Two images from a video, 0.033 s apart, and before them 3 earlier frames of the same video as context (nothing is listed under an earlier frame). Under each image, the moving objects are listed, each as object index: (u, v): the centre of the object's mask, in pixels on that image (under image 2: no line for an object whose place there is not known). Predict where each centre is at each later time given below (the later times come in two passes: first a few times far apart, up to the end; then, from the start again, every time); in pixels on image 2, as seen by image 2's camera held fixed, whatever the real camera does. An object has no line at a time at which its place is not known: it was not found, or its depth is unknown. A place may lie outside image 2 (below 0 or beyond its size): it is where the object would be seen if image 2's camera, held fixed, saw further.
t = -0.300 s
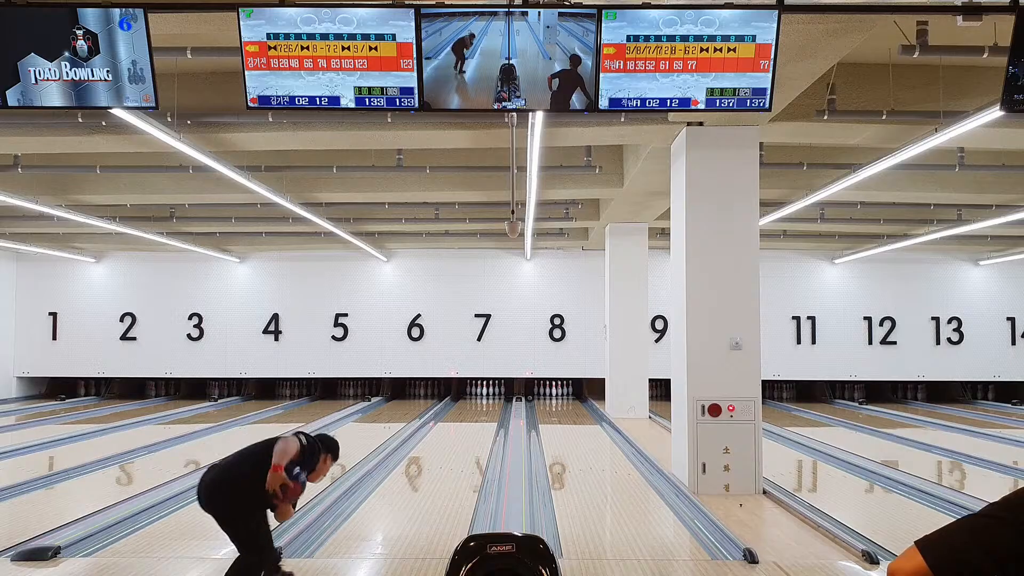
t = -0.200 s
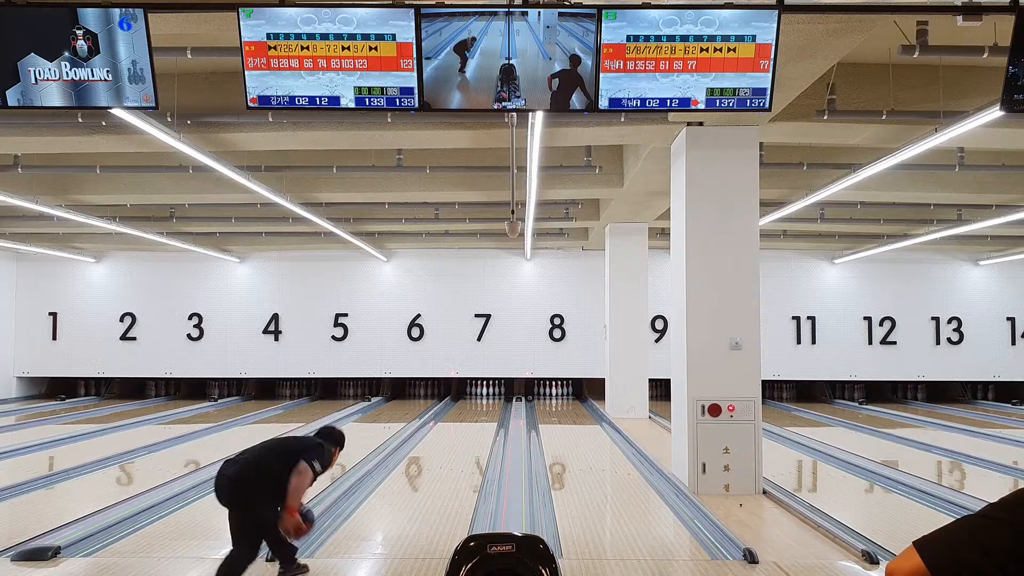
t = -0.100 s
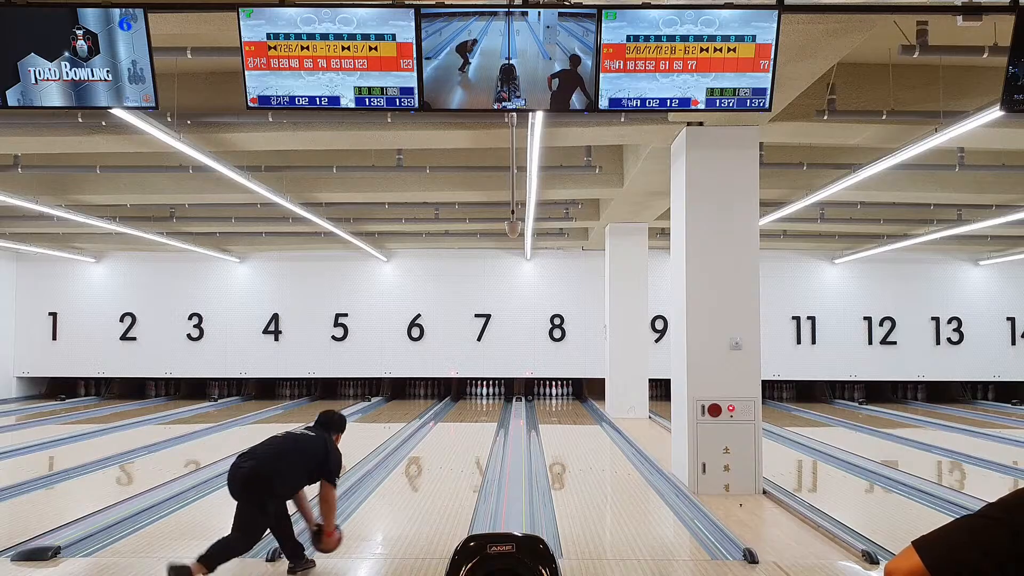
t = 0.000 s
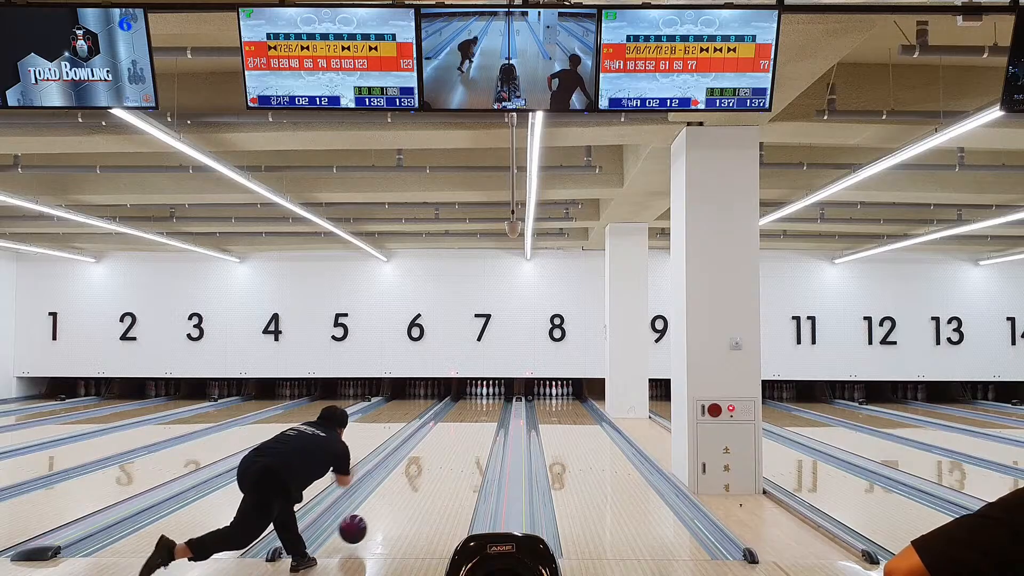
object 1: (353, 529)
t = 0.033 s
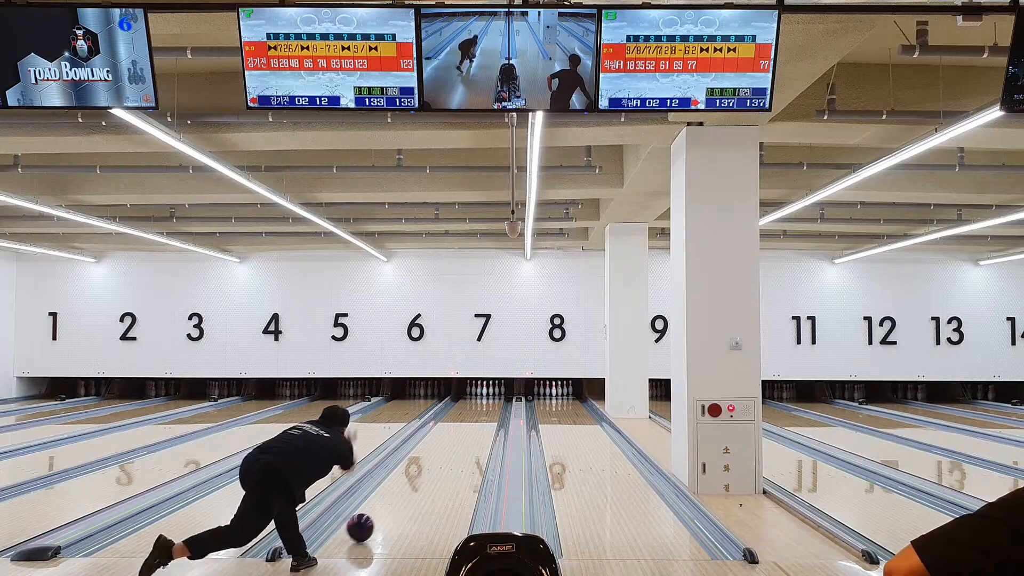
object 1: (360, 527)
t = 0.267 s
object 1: (400, 491)
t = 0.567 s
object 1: (433, 460)
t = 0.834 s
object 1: (452, 442)
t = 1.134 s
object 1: (468, 427)
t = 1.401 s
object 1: (477, 417)
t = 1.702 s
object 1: (485, 408)
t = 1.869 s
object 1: (487, 404)
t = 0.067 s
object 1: (367, 521)
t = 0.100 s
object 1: (373, 515)
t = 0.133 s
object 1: (379, 510)
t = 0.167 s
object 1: (385, 505)
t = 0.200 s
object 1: (391, 500)
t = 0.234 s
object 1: (395, 495)
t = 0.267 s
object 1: (400, 491)
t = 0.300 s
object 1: (405, 487)
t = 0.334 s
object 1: (409, 483)
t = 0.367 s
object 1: (413, 479)
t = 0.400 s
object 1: (416, 476)
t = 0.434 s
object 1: (420, 472)
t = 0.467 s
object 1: (424, 469)
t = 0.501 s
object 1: (427, 466)
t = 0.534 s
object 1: (430, 463)
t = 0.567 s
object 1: (433, 460)
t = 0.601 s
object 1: (436, 458)
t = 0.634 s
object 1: (438, 455)
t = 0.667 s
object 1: (441, 453)
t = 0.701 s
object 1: (443, 450)
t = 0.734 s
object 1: (446, 448)
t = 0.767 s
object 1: (448, 446)
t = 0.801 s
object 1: (450, 444)
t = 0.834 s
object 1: (452, 442)
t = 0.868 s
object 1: (454, 440)
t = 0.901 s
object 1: (456, 438)
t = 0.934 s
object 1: (458, 436)
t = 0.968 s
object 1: (460, 434)
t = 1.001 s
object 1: (461, 433)
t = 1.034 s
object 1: (463, 431)
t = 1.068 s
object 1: (465, 429)
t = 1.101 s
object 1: (466, 428)
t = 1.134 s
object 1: (468, 427)
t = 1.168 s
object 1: (469, 425)
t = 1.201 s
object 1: (470, 424)
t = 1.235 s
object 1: (471, 423)
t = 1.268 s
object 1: (473, 421)
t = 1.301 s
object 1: (474, 420)
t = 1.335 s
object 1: (475, 419)
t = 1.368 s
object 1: (476, 418)
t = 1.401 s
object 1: (477, 417)
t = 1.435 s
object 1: (478, 416)
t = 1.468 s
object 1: (479, 414)
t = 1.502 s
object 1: (480, 413)
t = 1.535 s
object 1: (480, 412)
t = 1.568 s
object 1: (481, 411)
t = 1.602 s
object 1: (482, 410)
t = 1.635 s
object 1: (483, 410)
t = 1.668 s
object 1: (484, 409)
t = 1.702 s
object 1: (485, 408)
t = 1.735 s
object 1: (485, 407)
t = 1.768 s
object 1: (485, 406)
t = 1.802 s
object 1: (486, 405)
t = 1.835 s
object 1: (486, 404)
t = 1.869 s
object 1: (487, 404)
